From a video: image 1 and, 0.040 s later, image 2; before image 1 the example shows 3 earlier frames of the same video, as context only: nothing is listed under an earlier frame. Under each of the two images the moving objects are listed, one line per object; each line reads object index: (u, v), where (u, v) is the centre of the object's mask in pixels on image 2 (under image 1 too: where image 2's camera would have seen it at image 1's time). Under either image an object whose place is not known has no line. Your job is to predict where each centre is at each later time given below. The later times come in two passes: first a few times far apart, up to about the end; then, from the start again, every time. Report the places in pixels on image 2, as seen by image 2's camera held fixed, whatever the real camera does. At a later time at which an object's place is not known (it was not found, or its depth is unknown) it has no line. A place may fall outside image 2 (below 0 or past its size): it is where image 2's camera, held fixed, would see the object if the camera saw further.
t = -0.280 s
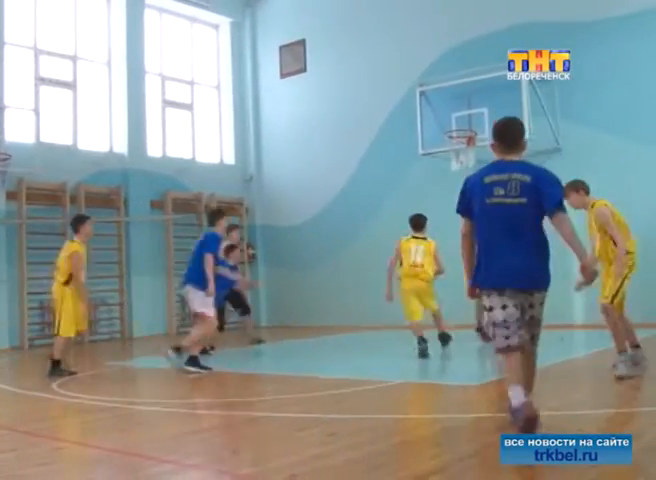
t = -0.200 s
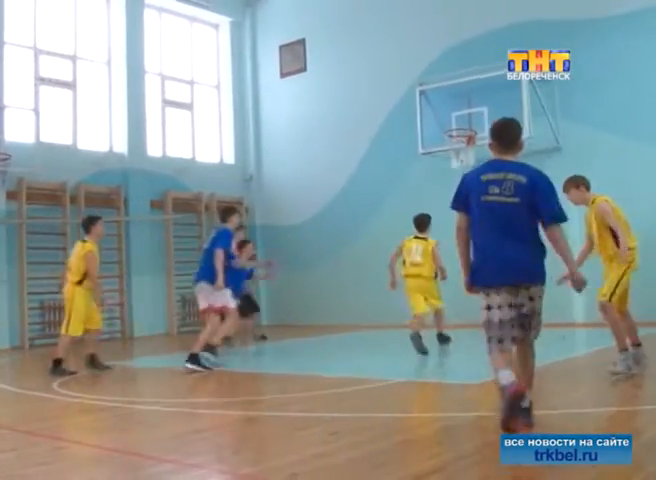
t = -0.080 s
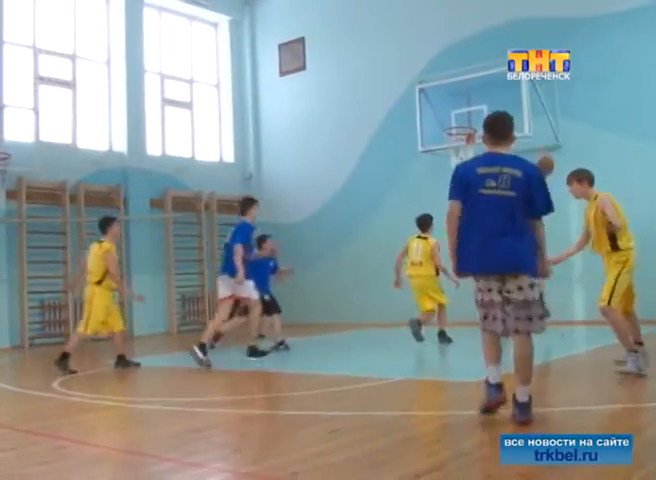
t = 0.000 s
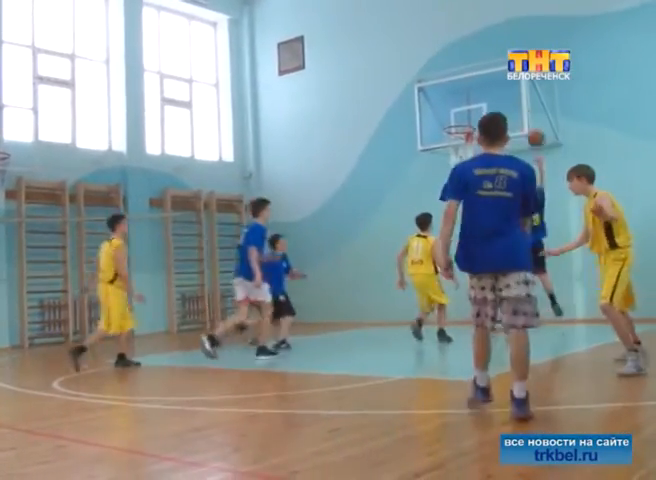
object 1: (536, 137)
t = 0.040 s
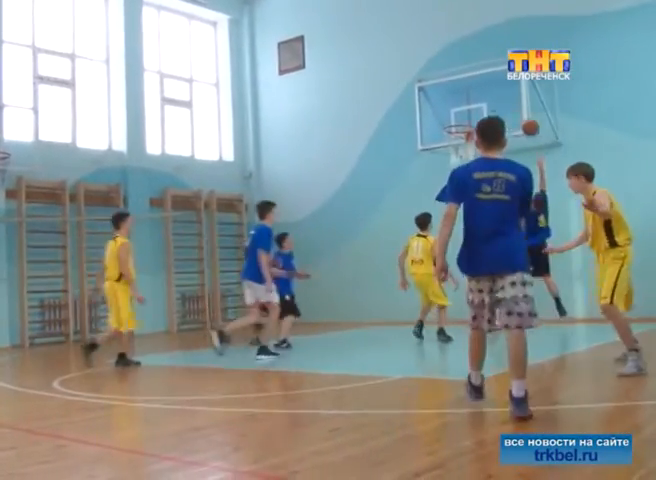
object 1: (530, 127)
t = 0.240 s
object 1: (504, 95)
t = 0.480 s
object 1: (479, 90)
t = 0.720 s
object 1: (458, 120)
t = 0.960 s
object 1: (459, 134)
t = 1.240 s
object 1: (444, 154)
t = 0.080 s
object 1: (525, 118)
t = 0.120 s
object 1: (519, 110)
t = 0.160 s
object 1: (514, 103)
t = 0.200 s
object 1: (509, 99)
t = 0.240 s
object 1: (504, 95)
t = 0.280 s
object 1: (500, 91)
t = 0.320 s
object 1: (495, 90)
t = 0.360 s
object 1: (491, 89)
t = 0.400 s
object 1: (487, 88)
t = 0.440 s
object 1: (483, 88)
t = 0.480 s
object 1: (479, 90)
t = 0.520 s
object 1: (475, 92)
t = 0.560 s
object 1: (472, 95)
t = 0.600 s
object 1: (469, 100)
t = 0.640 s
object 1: (465, 106)
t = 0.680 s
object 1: (462, 112)
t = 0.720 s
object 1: (458, 120)
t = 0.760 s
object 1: (458, 124)
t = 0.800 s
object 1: (458, 127)
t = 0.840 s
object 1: (457, 131)
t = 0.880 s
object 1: (460, 132)
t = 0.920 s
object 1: (461, 133)
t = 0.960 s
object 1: (459, 134)
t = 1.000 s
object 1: (457, 136)
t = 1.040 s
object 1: (456, 139)
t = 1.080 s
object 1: (453, 142)
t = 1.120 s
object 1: (450, 145)
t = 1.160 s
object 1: (447, 147)
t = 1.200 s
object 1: (446, 150)
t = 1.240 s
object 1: (444, 154)
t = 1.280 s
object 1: (442, 160)
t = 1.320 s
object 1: (440, 167)
